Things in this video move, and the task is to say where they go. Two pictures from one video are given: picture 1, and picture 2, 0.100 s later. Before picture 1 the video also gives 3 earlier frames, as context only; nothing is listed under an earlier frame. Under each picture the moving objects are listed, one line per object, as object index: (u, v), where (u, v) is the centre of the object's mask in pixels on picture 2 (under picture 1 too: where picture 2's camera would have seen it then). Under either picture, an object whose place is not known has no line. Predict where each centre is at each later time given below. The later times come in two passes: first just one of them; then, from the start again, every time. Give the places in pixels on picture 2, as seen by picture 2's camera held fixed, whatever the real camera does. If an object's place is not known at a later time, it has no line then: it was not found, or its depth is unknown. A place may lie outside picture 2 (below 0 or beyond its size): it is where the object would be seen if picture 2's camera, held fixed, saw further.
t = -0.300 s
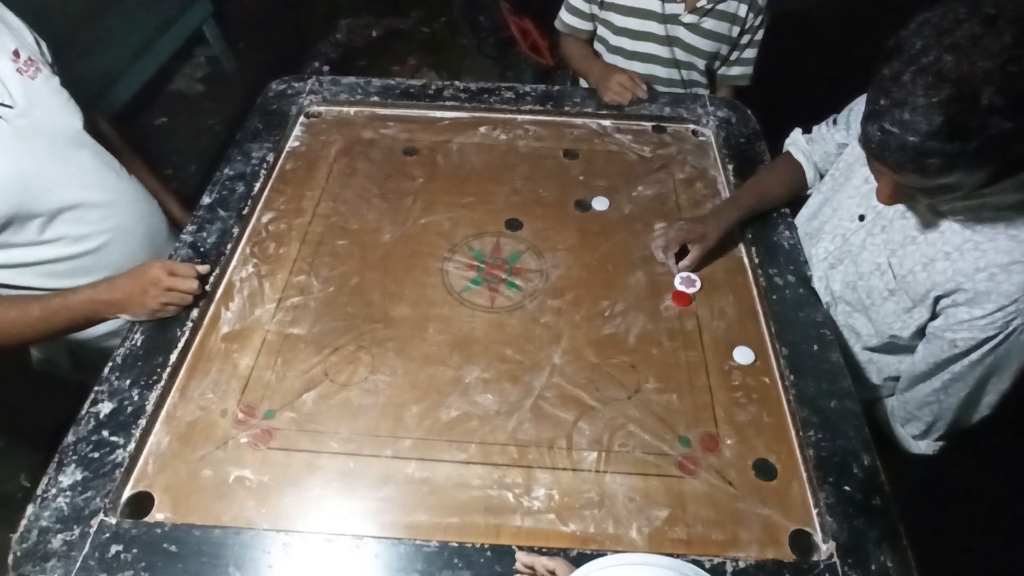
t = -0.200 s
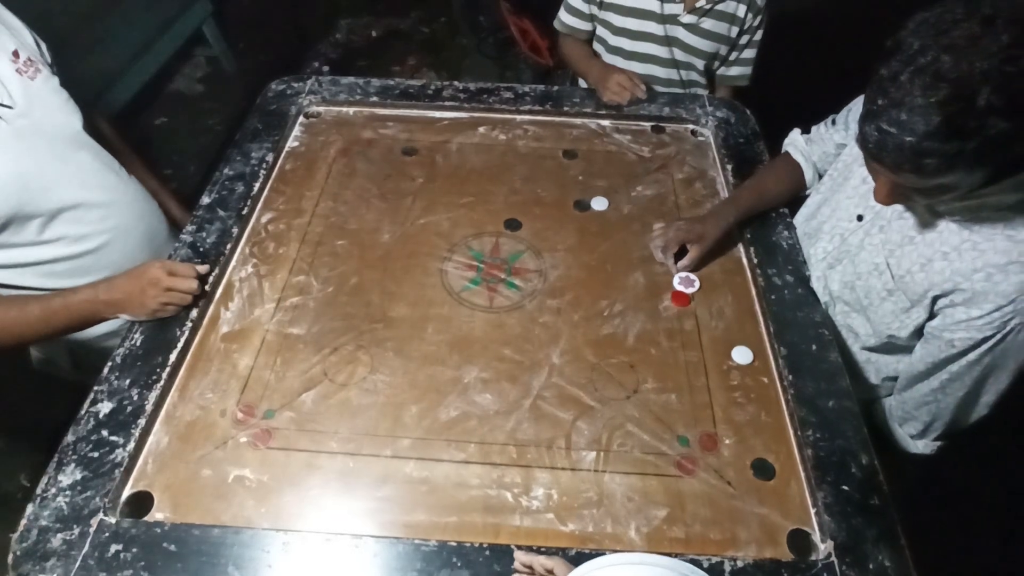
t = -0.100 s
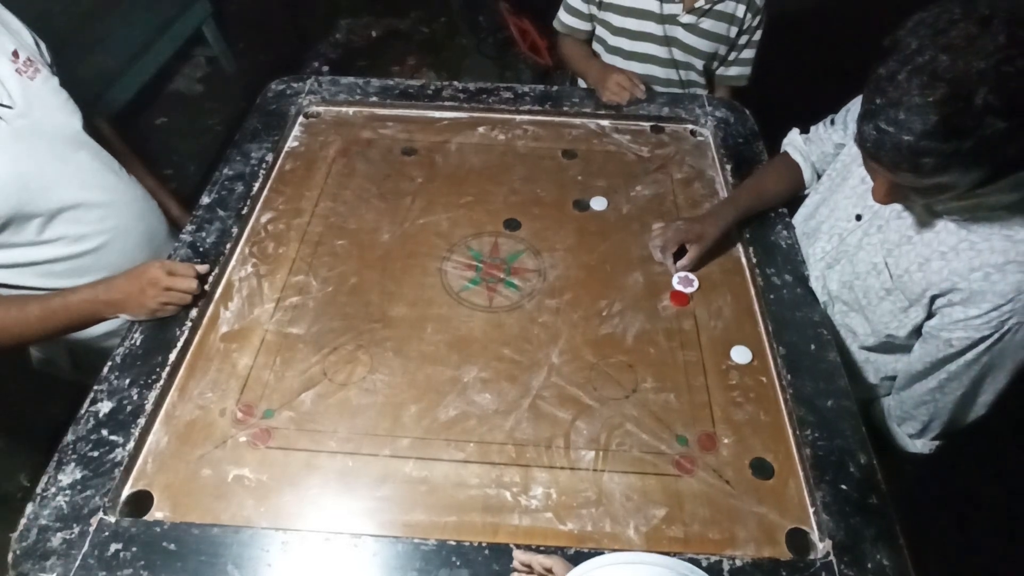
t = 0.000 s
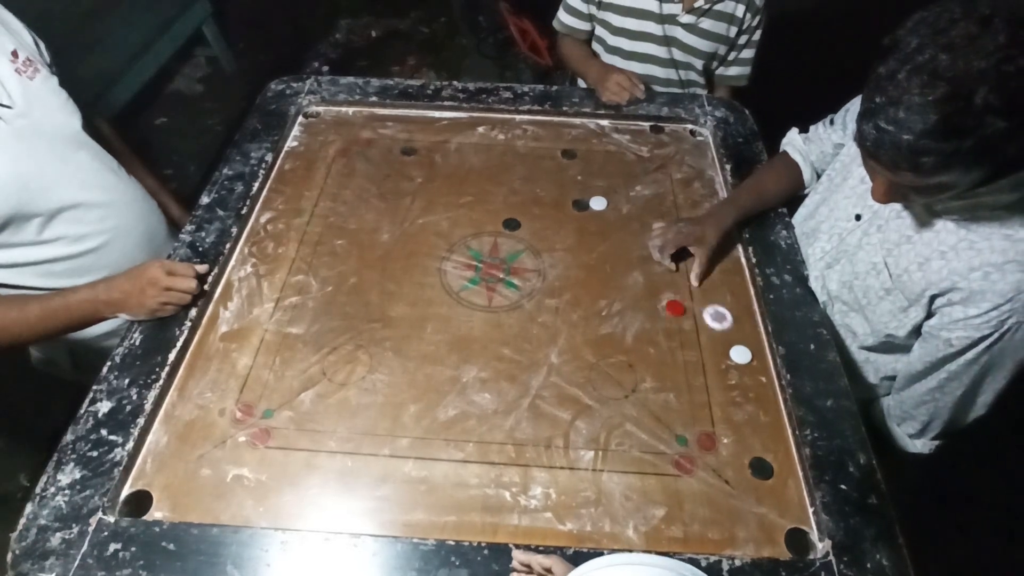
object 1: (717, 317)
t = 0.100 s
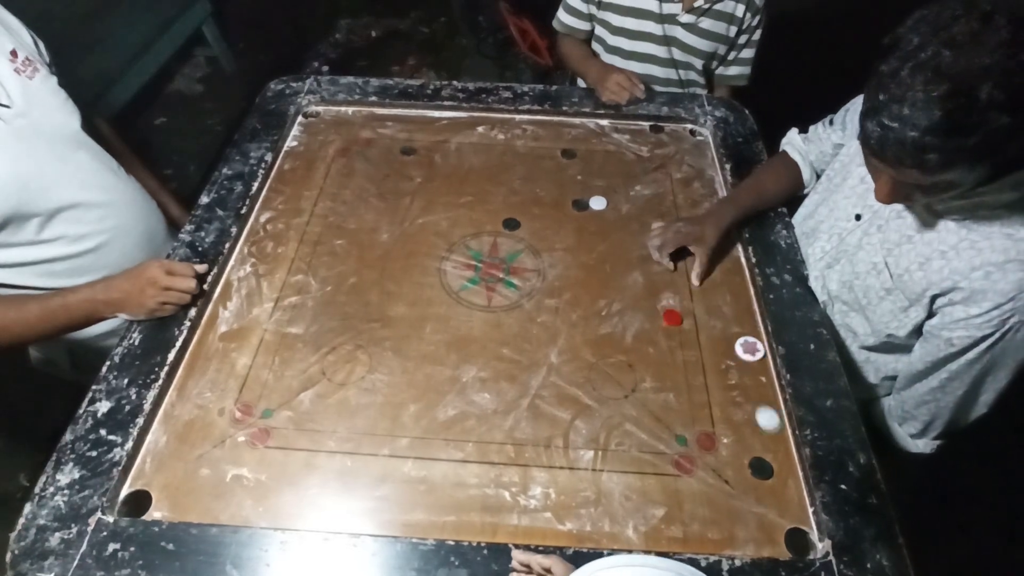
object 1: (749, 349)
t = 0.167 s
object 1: (735, 357)
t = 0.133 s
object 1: (742, 353)
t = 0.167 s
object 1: (735, 357)
